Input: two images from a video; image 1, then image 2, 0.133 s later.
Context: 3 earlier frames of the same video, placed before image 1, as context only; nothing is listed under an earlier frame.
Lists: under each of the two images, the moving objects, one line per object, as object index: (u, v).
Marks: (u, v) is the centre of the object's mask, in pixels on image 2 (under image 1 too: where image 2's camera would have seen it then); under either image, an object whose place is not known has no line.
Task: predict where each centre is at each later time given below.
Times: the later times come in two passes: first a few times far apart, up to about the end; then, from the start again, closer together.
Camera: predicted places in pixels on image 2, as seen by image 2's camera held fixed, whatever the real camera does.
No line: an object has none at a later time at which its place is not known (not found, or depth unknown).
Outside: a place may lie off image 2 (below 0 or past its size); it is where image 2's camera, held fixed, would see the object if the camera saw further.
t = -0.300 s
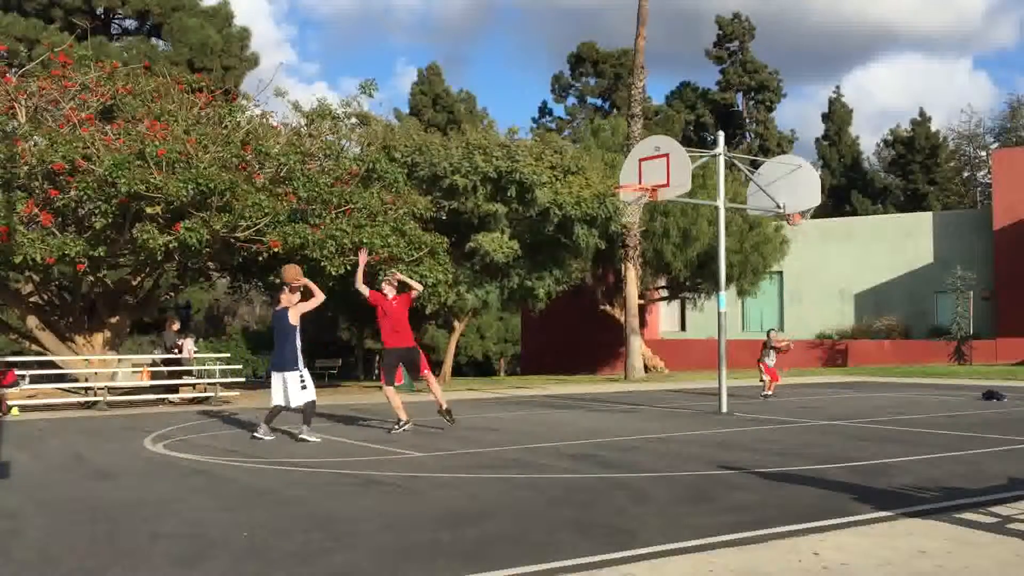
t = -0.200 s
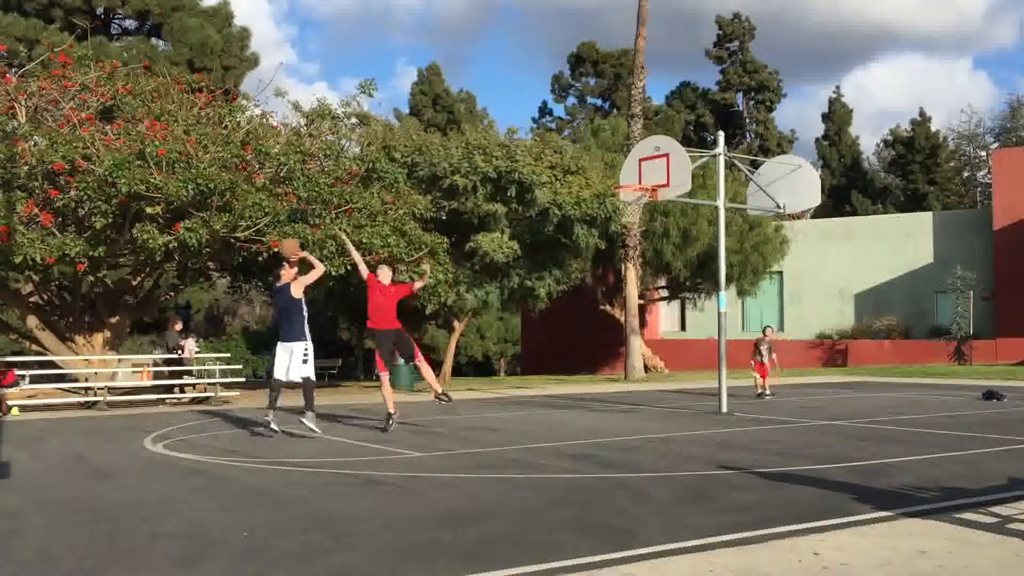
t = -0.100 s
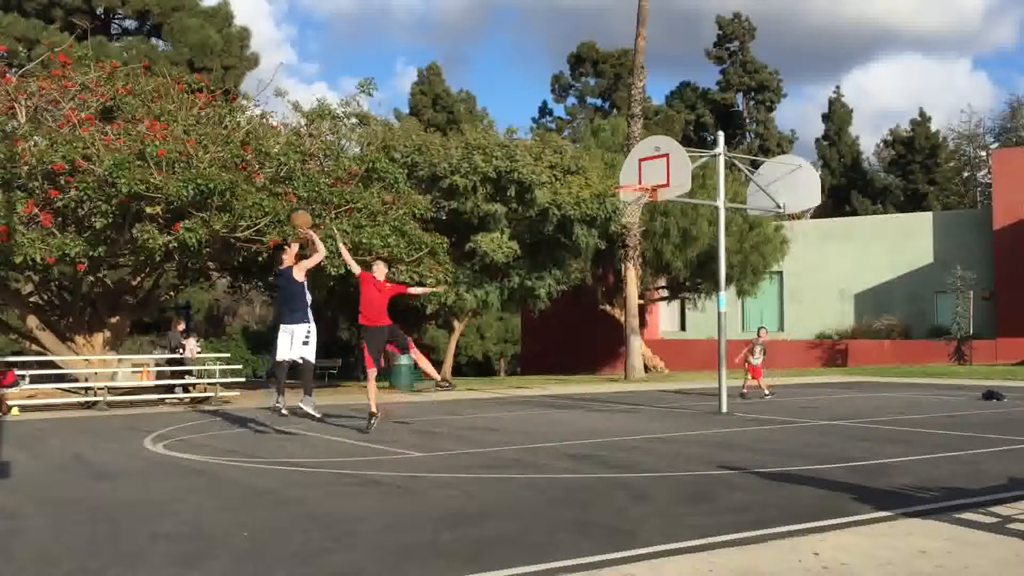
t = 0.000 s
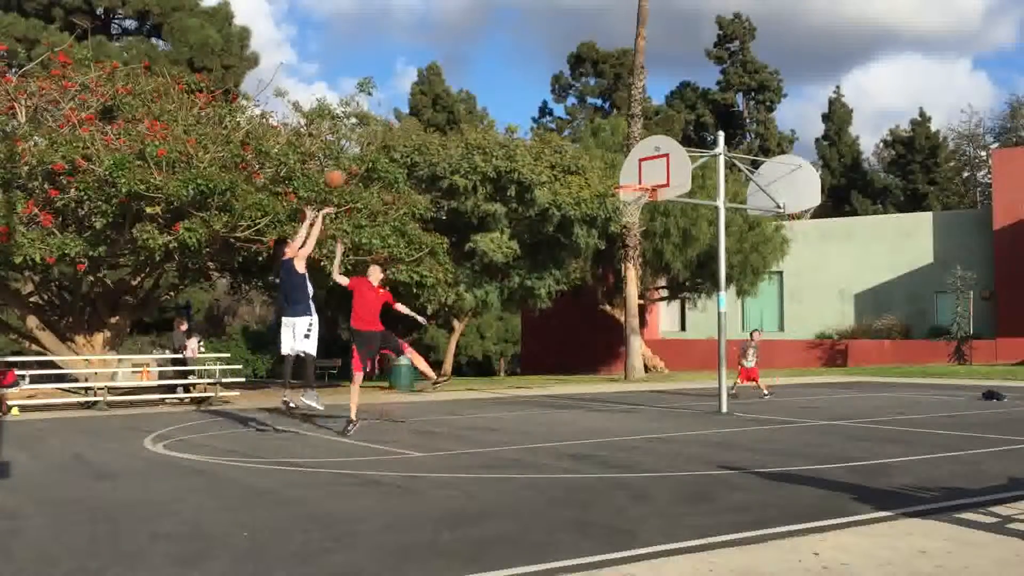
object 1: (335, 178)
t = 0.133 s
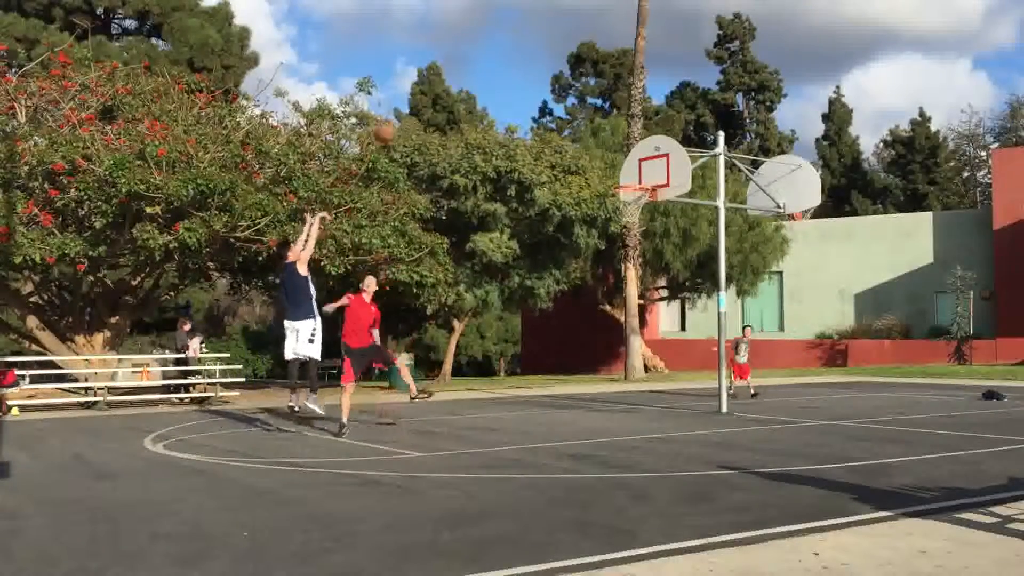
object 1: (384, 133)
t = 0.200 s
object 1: (409, 116)
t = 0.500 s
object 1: (511, 89)
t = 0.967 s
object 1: (646, 173)
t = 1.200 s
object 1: (676, 133)
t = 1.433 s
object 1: (685, 123)
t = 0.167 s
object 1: (398, 123)
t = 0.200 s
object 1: (409, 116)
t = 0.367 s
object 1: (467, 91)
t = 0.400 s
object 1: (478, 90)
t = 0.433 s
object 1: (489, 89)
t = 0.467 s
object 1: (500, 89)
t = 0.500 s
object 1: (511, 89)
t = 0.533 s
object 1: (521, 91)
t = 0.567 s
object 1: (531, 93)
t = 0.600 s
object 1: (541, 96)
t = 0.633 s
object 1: (553, 99)
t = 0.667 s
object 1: (564, 103)
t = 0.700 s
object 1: (572, 110)
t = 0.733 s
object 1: (585, 116)
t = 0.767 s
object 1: (593, 123)
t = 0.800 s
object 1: (604, 130)
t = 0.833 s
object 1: (613, 139)
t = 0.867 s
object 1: (621, 150)
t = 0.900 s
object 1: (630, 161)
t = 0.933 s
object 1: (639, 172)
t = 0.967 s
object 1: (646, 173)
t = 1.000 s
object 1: (651, 166)
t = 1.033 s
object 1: (657, 160)
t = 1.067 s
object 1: (663, 152)
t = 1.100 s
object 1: (669, 146)
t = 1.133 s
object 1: (675, 143)
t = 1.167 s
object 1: (676, 138)
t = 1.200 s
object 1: (676, 133)
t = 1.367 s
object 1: (683, 124)
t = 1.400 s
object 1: (683, 124)
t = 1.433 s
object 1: (685, 123)
